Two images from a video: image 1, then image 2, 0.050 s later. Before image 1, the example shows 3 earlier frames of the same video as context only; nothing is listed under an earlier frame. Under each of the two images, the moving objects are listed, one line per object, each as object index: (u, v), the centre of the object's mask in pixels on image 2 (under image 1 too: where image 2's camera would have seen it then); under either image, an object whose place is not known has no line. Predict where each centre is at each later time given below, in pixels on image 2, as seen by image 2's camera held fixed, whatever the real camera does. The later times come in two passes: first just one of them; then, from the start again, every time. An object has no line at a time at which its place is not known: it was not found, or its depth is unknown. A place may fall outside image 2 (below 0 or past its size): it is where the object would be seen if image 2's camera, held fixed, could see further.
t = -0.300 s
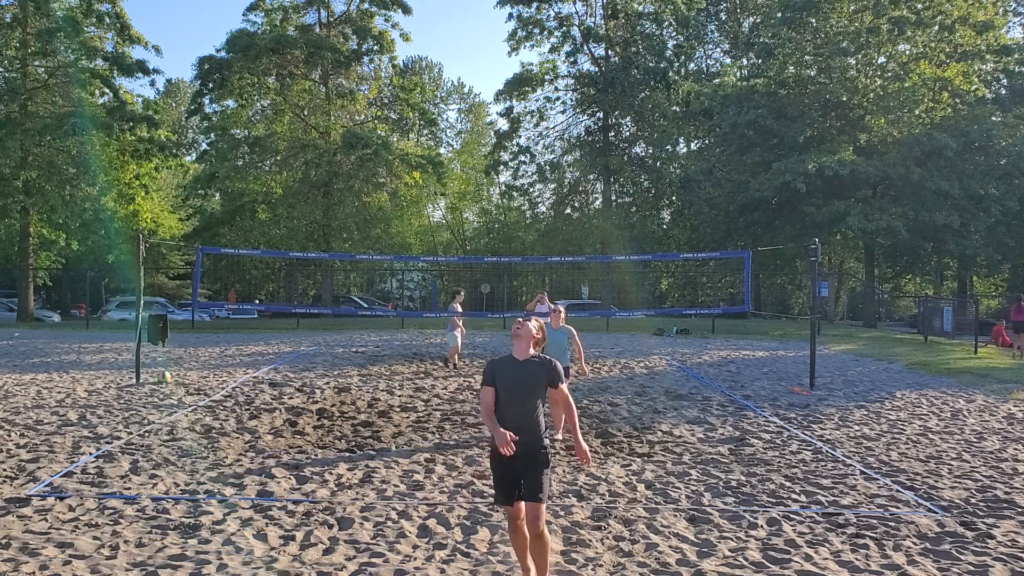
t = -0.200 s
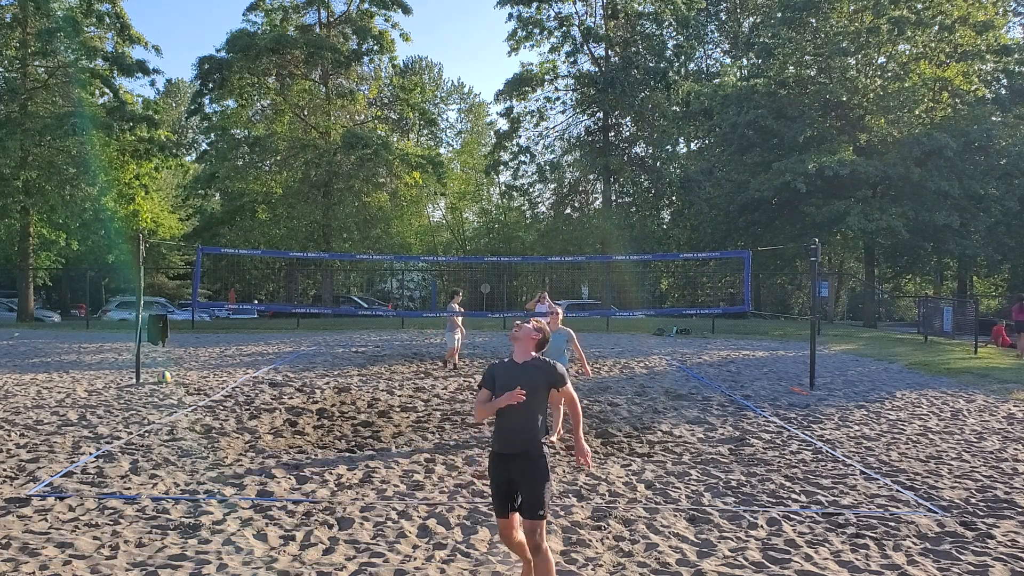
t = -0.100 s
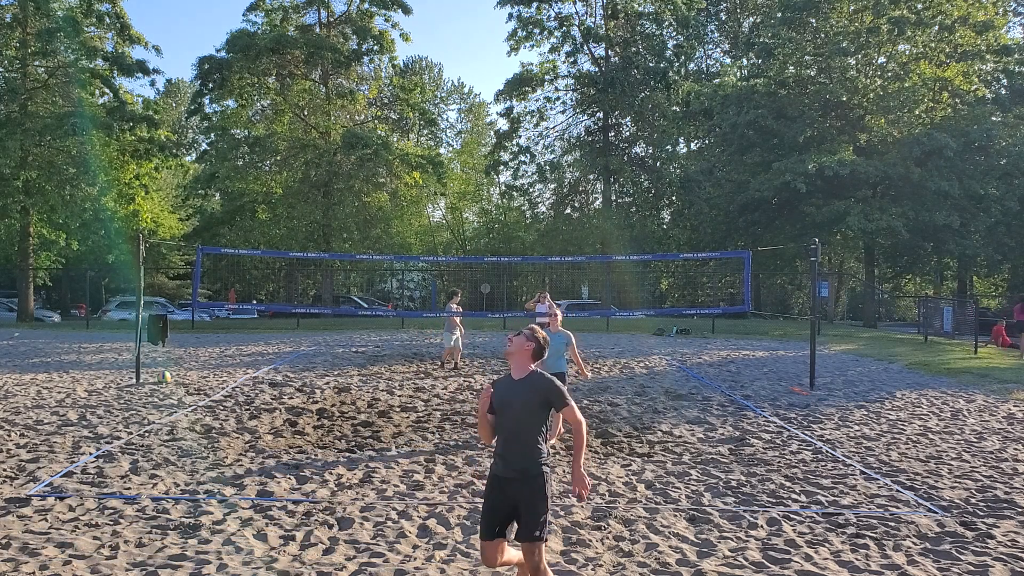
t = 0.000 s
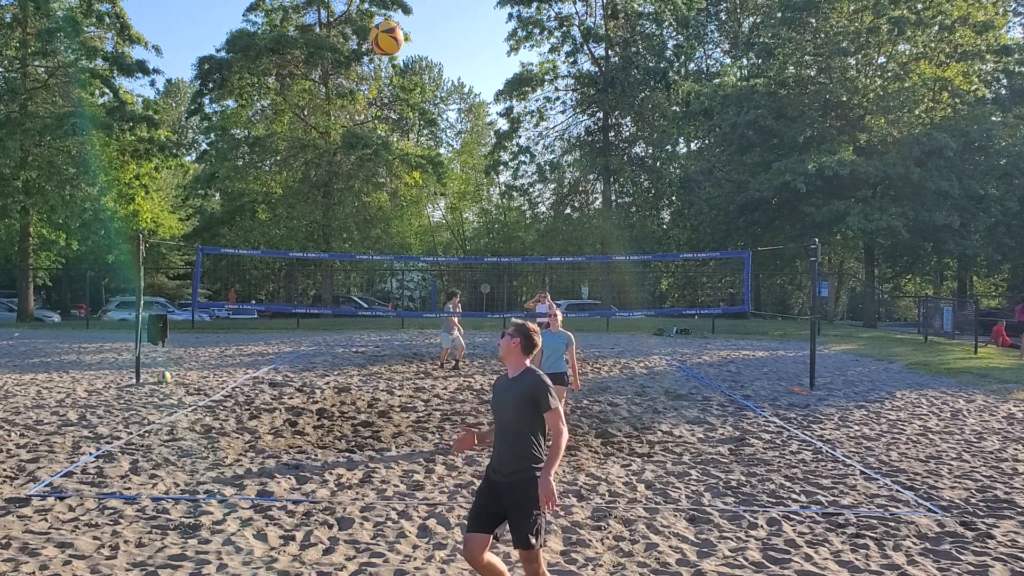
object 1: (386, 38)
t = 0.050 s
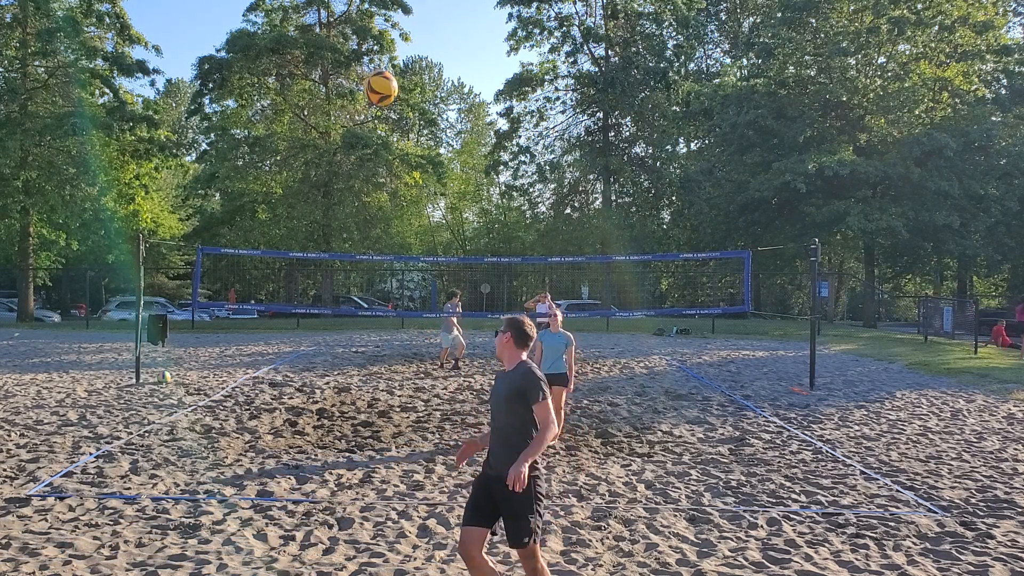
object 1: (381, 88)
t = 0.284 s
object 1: (347, 379)
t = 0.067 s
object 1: (379, 105)
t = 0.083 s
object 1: (376, 123)
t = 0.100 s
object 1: (374, 142)
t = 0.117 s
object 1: (372, 161)
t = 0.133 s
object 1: (369, 180)
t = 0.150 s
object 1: (367, 200)
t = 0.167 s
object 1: (365, 220)
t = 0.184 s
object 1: (362, 242)
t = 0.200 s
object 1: (360, 263)
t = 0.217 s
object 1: (358, 285)
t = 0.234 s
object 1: (355, 308)
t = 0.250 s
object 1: (352, 331)
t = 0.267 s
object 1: (349, 355)
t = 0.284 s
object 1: (347, 379)
